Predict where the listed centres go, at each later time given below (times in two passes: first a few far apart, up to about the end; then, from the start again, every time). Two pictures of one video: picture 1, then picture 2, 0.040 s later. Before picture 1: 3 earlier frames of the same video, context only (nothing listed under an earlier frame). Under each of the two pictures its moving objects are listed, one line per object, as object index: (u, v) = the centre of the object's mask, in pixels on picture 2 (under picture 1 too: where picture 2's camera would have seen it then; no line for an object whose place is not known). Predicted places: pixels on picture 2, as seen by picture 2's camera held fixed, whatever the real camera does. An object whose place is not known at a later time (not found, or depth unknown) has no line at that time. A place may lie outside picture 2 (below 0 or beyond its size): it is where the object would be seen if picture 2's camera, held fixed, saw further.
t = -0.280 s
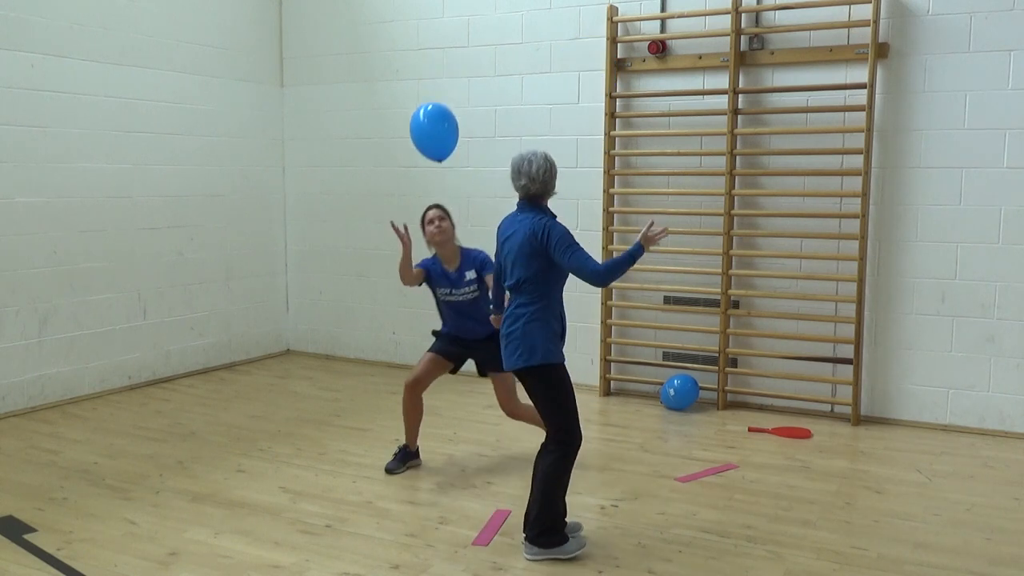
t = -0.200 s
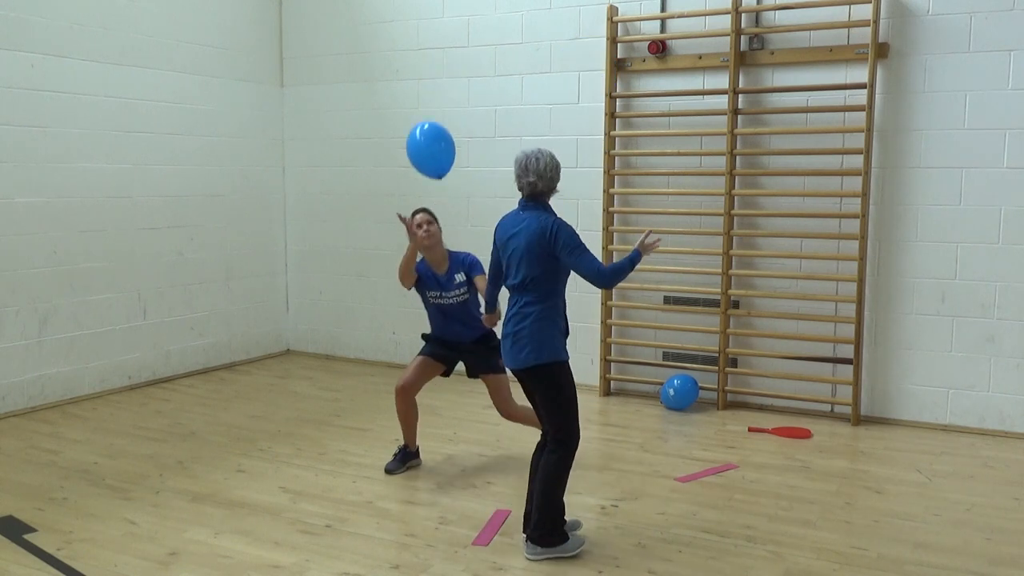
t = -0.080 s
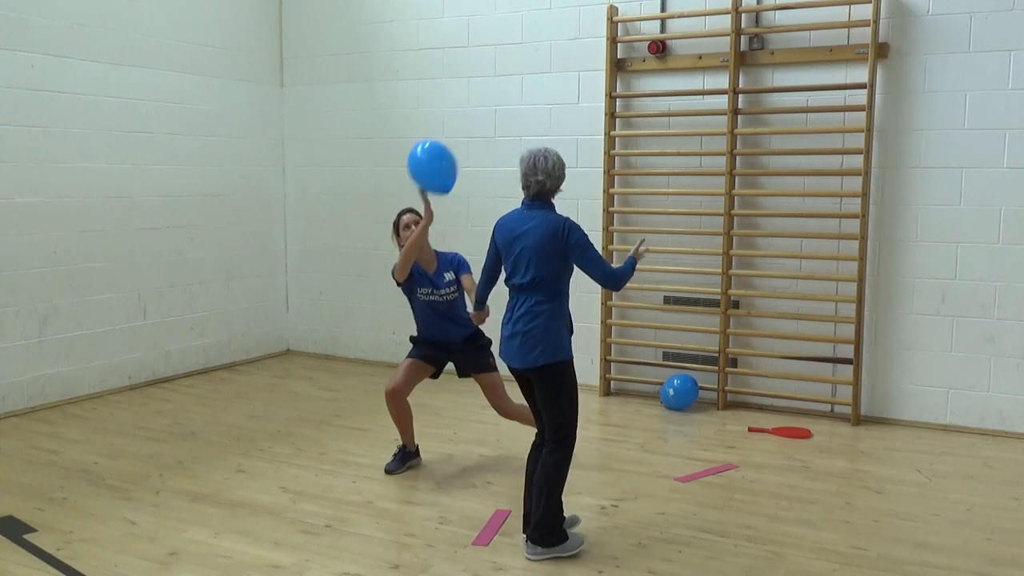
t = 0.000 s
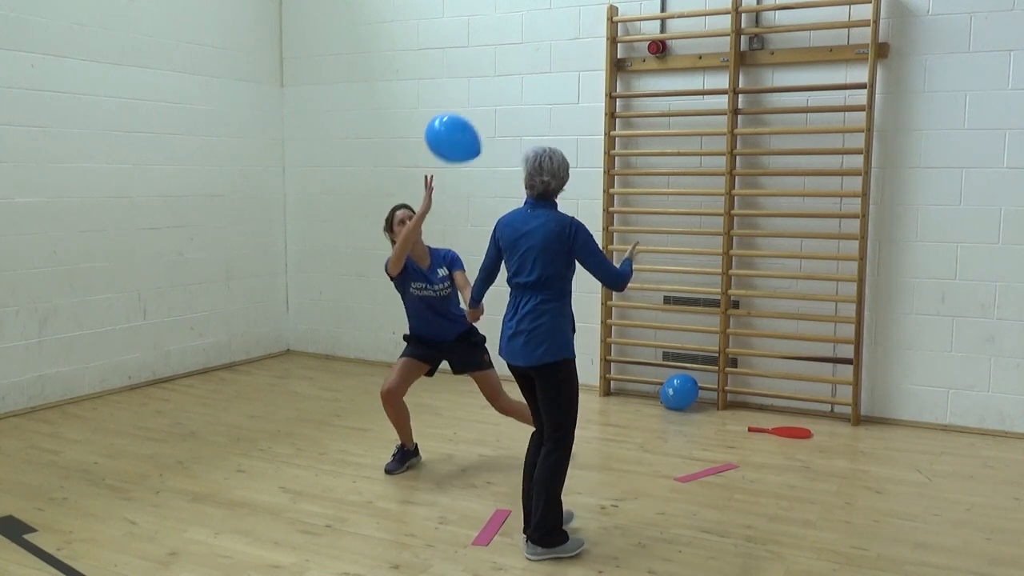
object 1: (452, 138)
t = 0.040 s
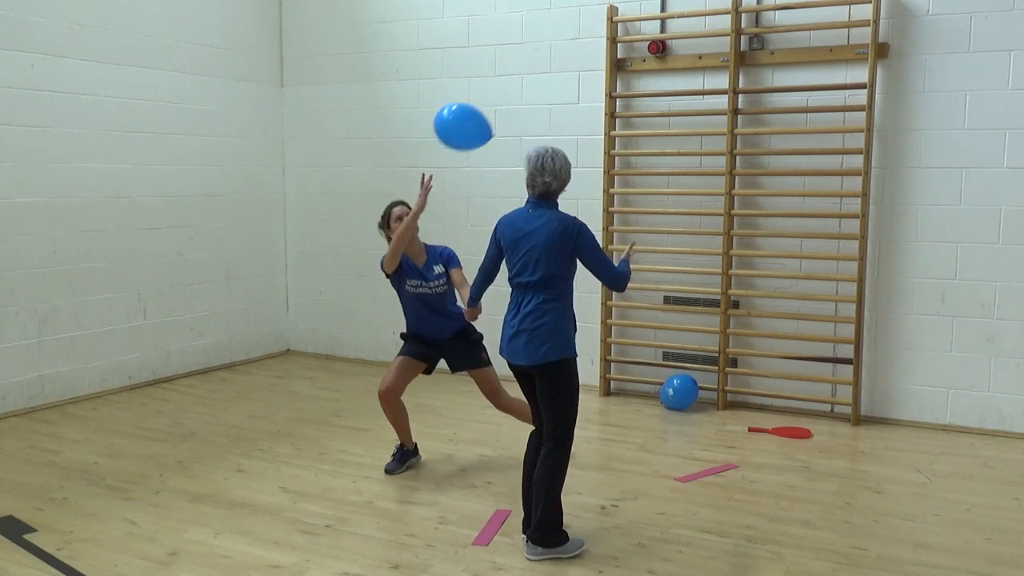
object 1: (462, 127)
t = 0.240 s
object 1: (501, 85)
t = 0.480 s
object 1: (524, 74)
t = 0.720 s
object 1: (533, 90)
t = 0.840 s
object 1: (534, 105)
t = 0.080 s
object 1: (471, 116)
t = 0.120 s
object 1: (480, 107)
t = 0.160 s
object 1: (487, 98)
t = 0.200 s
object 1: (495, 91)
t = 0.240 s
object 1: (501, 85)
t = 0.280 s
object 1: (506, 81)
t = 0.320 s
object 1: (511, 77)
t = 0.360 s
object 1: (515, 75)
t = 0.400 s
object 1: (519, 74)
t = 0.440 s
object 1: (522, 73)
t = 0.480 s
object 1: (524, 74)
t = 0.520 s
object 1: (526, 75)
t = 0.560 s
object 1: (528, 77)
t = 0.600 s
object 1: (530, 79)
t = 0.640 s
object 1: (531, 82)
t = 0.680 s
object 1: (532, 86)
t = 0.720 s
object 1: (533, 90)
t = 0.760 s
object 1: (533, 95)
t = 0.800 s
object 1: (534, 100)
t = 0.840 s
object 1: (534, 105)
